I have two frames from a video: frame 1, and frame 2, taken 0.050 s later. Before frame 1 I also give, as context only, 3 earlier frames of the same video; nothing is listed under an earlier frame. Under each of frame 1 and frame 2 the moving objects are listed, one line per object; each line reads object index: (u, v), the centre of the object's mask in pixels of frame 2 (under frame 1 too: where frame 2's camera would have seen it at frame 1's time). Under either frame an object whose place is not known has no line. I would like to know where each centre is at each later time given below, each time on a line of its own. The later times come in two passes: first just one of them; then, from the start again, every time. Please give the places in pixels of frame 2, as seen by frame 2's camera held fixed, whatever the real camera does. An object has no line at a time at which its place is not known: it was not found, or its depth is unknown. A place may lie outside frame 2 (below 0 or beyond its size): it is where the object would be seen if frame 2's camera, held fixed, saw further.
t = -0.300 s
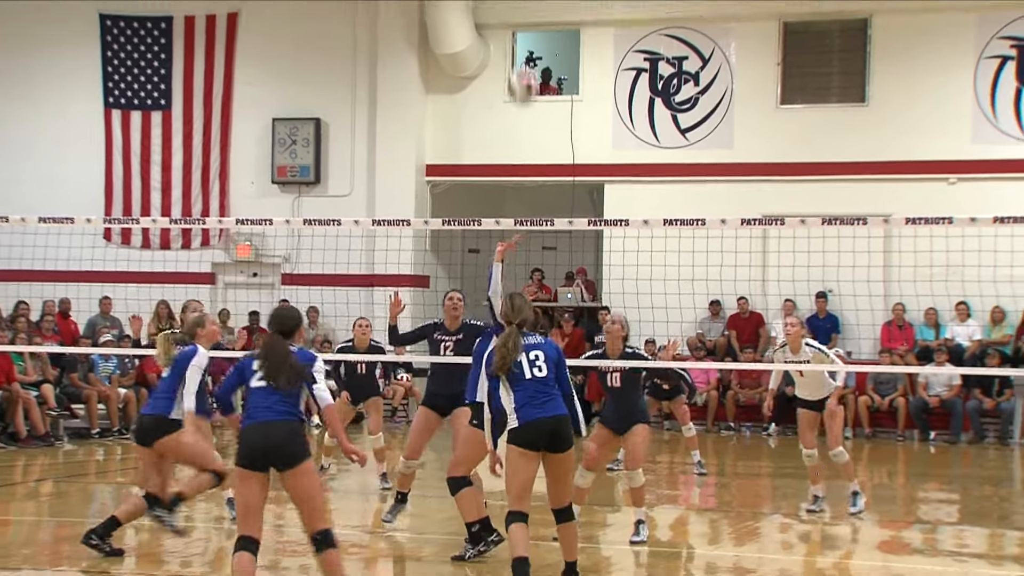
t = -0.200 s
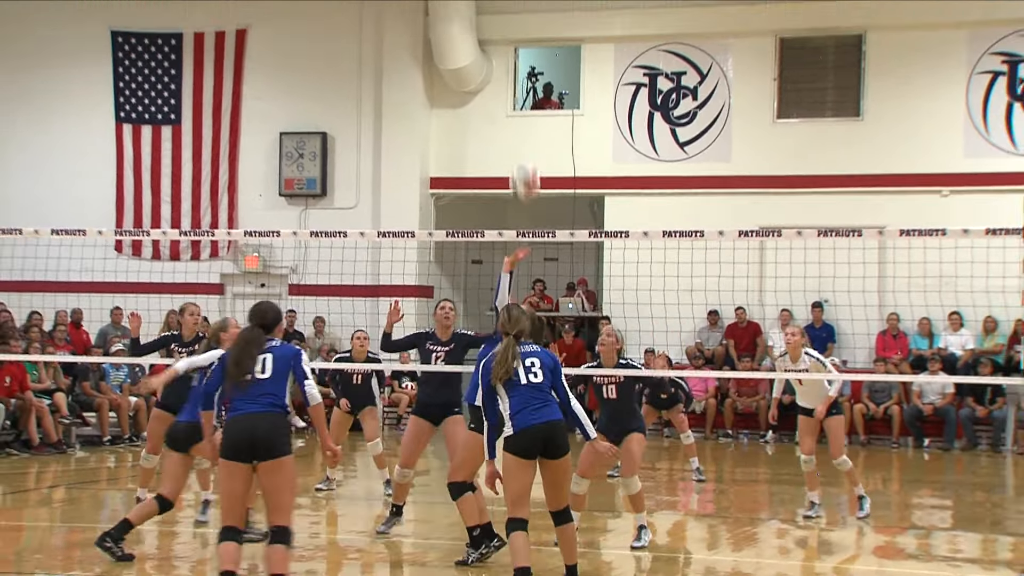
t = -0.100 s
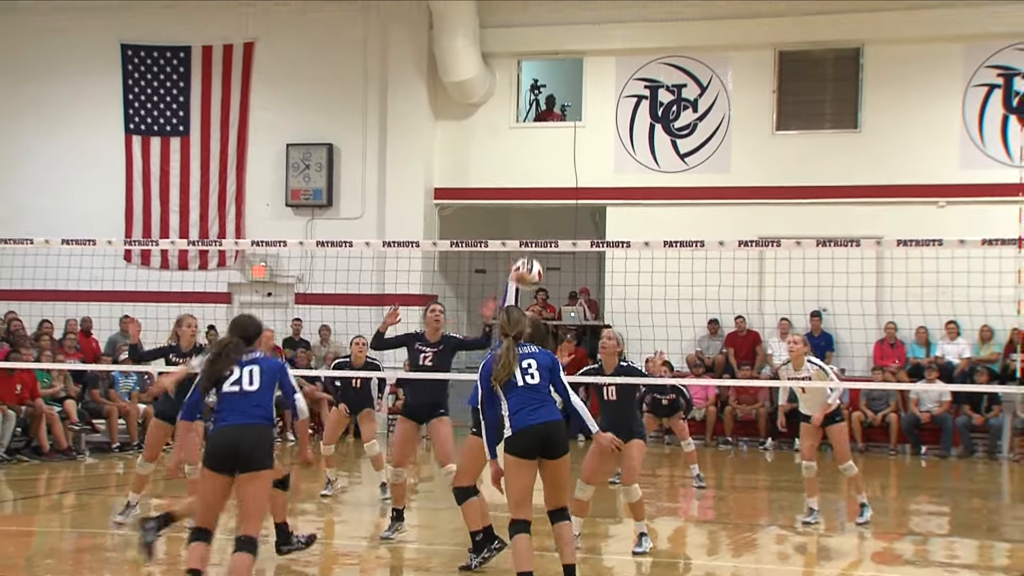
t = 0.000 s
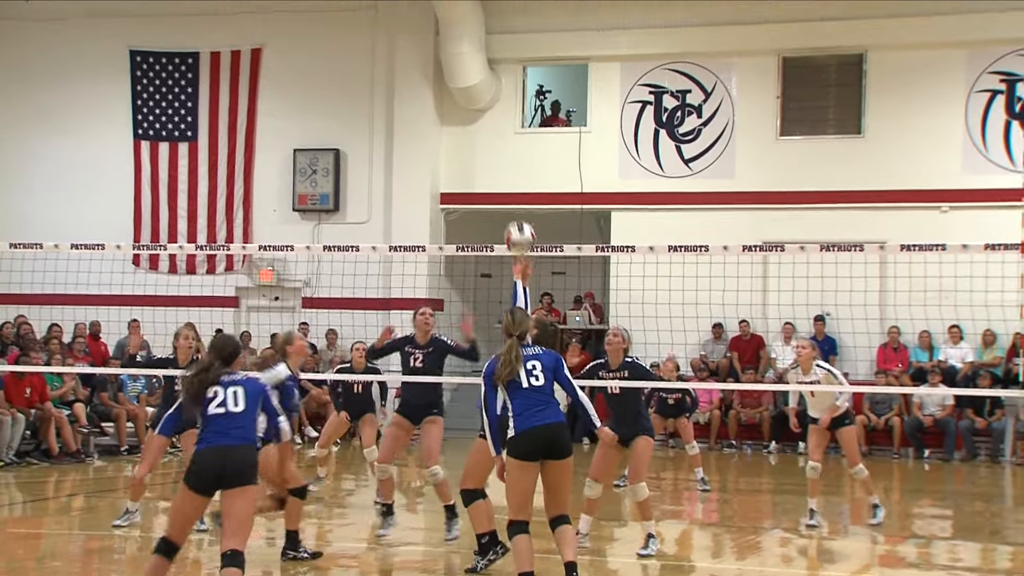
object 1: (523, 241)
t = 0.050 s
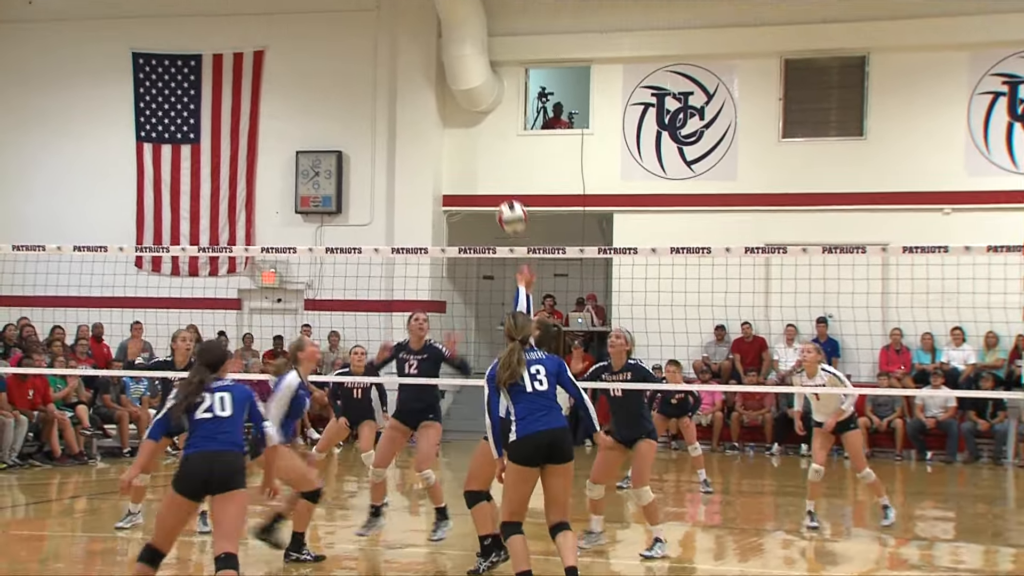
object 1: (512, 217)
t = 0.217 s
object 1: (479, 167)
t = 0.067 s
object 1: (509, 211)
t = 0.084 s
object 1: (505, 204)
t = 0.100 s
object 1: (502, 198)
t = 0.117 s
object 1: (498, 192)
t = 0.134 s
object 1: (496, 188)
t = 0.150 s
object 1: (492, 182)
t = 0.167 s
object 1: (489, 178)
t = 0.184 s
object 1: (486, 174)
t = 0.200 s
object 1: (482, 170)
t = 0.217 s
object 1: (479, 167)
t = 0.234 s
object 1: (476, 164)
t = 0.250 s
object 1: (473, 162)
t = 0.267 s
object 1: (469, 160)
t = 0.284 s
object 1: (466, 159)
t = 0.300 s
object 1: (463, 158)
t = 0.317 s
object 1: (460, 157)
